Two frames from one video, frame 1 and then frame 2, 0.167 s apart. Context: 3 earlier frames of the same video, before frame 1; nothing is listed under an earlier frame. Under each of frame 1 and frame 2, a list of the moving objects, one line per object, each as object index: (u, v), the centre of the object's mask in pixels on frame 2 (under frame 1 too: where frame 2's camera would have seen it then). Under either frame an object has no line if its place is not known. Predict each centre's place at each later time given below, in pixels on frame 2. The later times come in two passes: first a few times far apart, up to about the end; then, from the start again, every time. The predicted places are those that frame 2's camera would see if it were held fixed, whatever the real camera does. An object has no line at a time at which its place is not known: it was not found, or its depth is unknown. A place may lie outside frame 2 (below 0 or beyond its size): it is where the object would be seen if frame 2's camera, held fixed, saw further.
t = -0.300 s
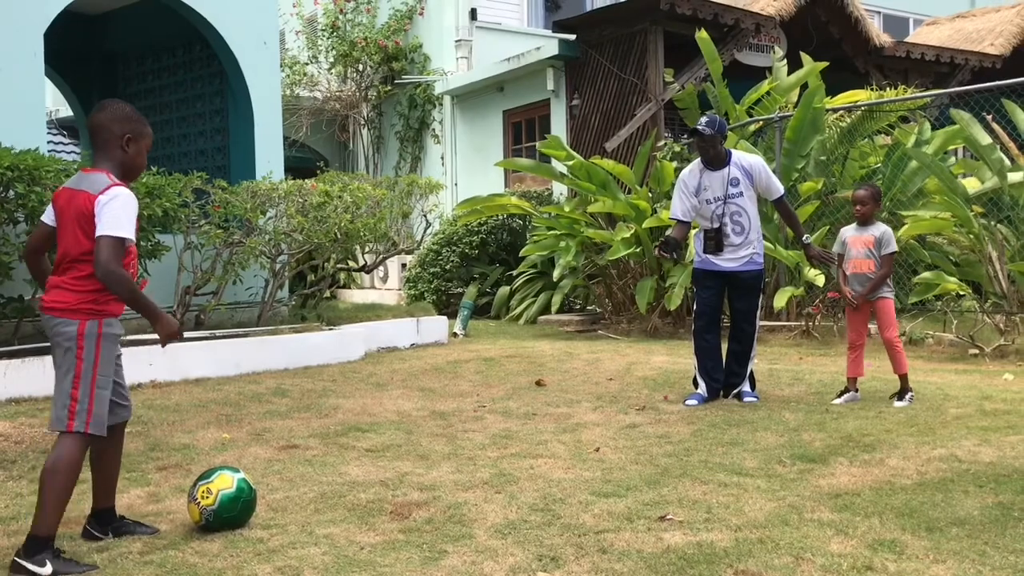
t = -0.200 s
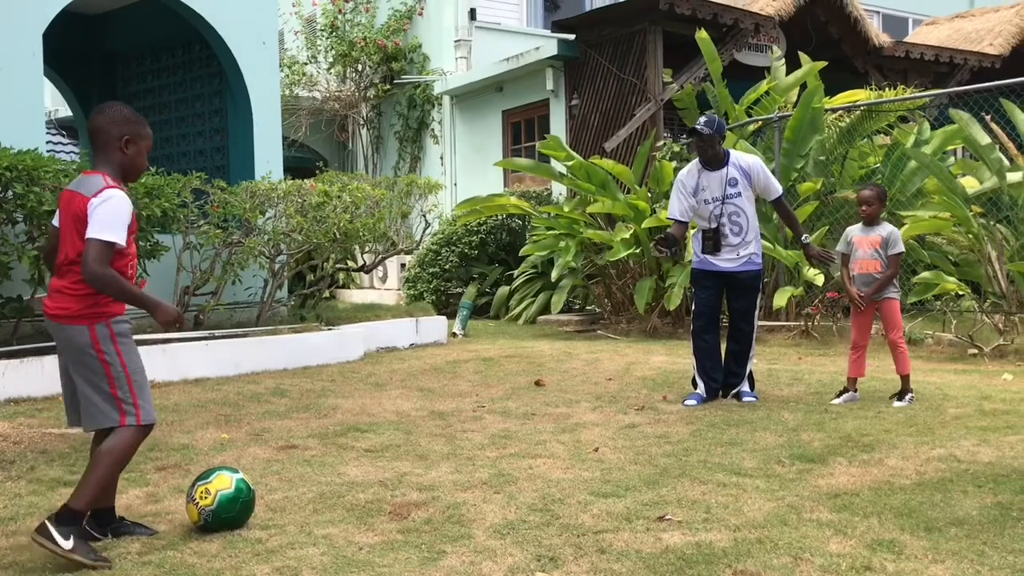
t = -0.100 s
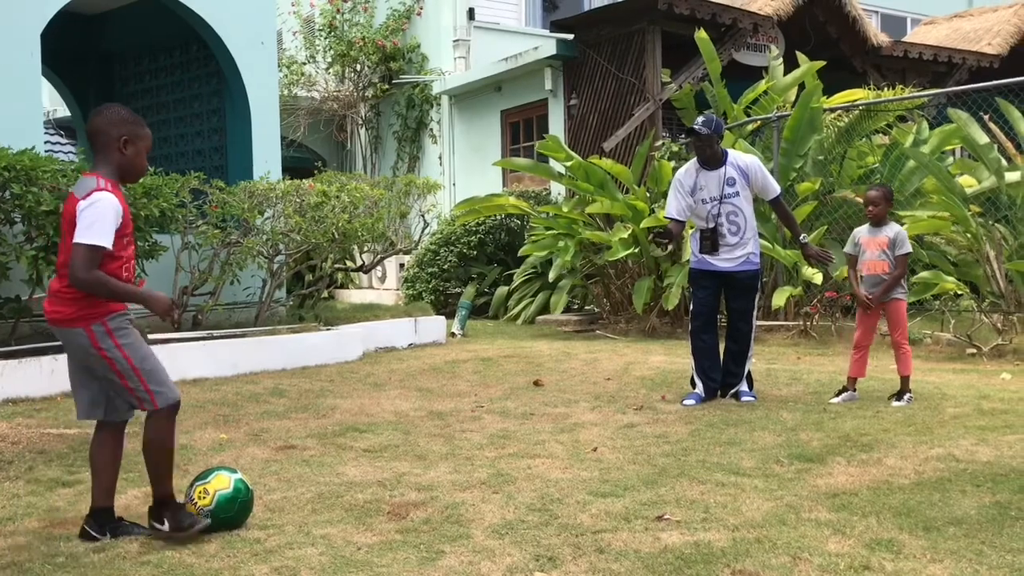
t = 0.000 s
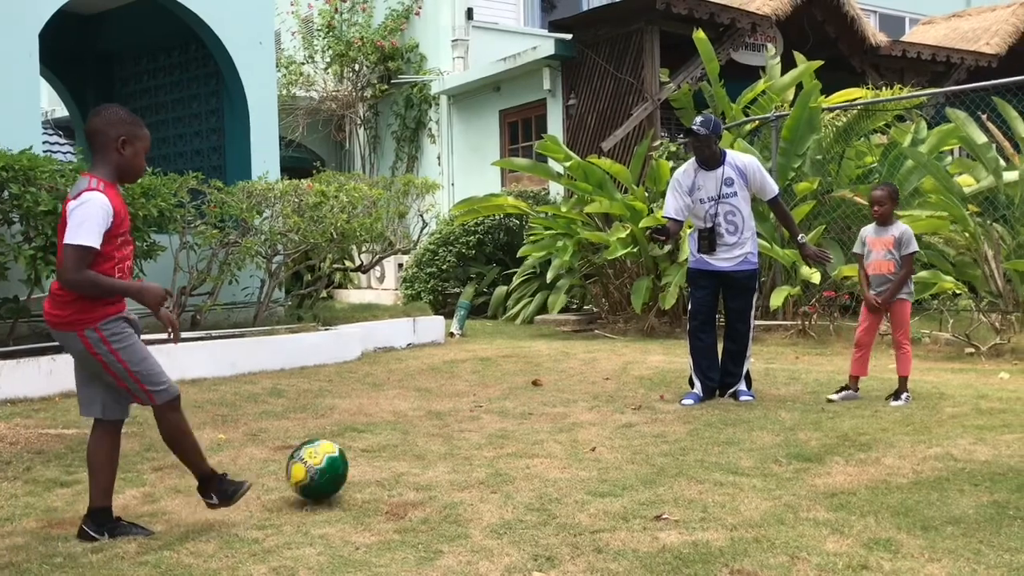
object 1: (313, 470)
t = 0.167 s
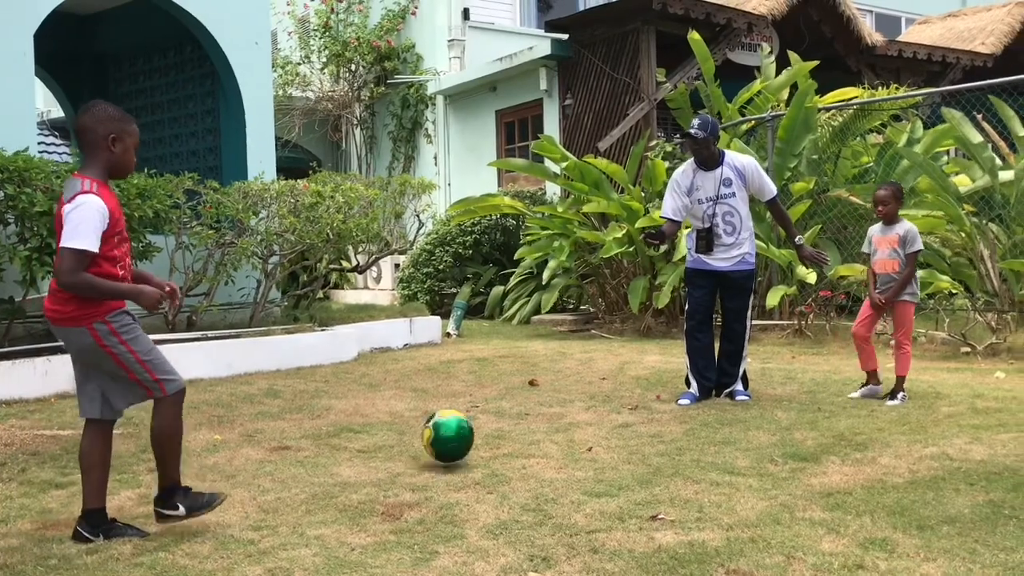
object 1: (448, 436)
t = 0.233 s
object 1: (487, 432)
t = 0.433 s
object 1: (566, 417)
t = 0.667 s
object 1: (638, 400)
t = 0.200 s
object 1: (468, 433)
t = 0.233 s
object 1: (487, 432)
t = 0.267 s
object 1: (505, 432)
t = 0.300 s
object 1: (519, 428)
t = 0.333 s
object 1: (531, 422)
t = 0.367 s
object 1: (543, 418)
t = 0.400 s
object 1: (555, 416)
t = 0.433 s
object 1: (566, 417)
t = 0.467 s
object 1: (577, 417)
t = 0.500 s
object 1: (588, 414)
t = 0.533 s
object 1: (598, 411)
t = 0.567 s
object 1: (609, 408)
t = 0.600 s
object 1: (619, 407)
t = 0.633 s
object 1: (629, 404)
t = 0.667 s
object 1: (638, 400)
